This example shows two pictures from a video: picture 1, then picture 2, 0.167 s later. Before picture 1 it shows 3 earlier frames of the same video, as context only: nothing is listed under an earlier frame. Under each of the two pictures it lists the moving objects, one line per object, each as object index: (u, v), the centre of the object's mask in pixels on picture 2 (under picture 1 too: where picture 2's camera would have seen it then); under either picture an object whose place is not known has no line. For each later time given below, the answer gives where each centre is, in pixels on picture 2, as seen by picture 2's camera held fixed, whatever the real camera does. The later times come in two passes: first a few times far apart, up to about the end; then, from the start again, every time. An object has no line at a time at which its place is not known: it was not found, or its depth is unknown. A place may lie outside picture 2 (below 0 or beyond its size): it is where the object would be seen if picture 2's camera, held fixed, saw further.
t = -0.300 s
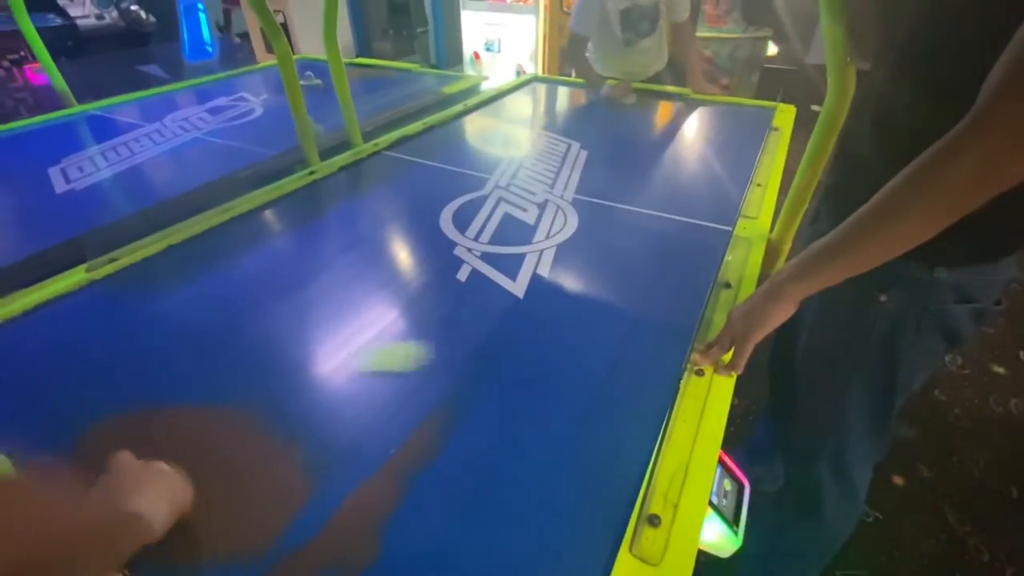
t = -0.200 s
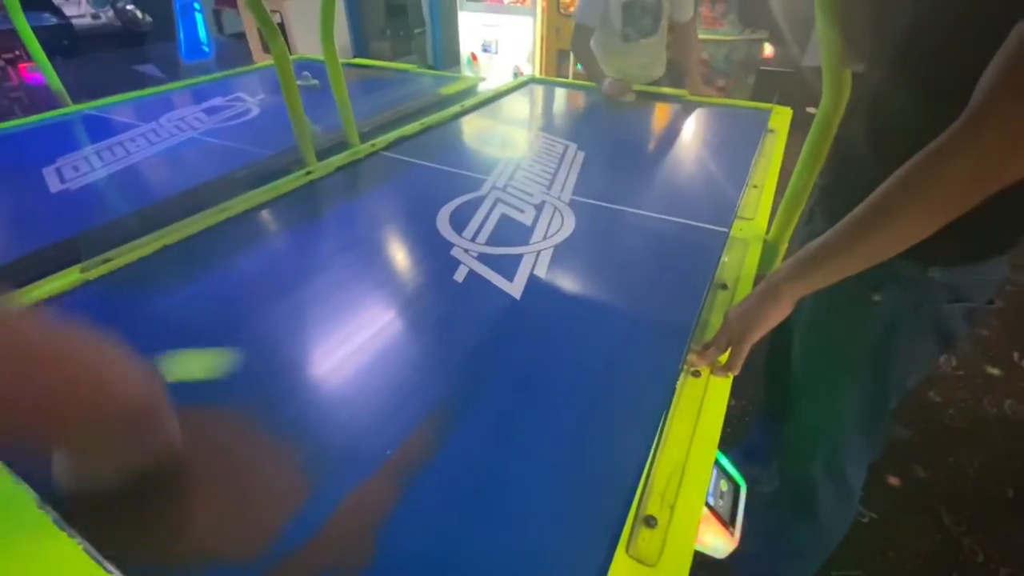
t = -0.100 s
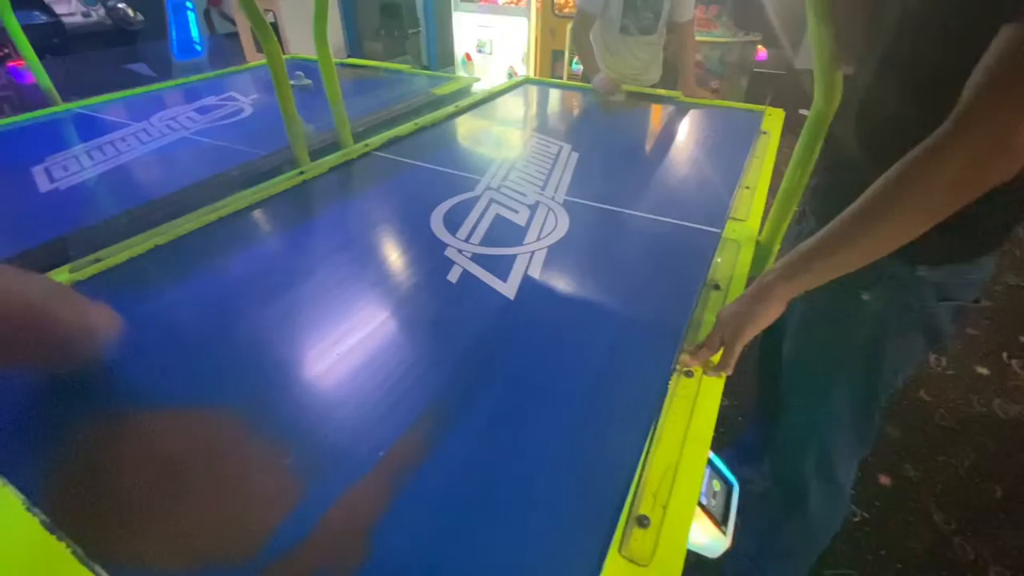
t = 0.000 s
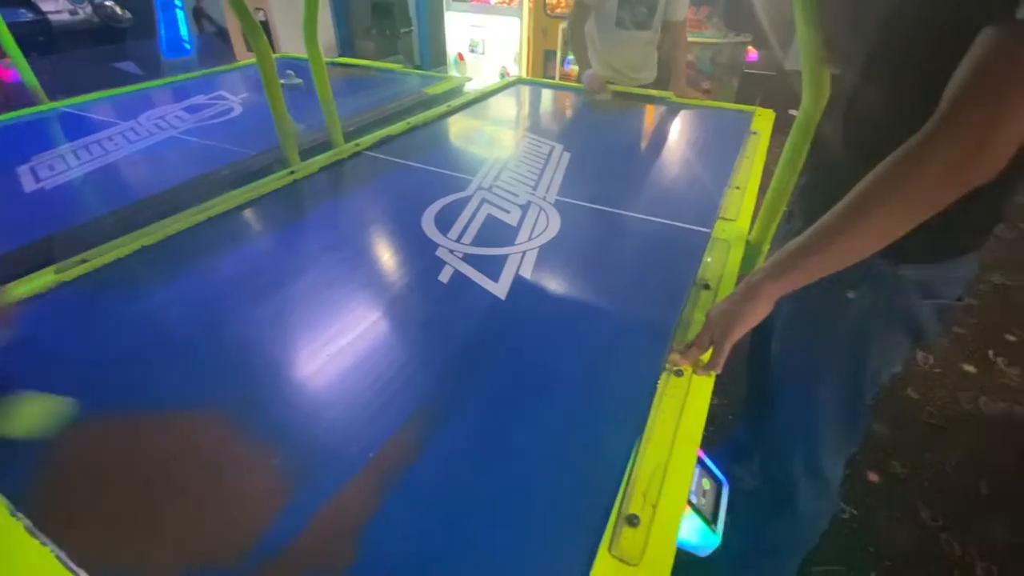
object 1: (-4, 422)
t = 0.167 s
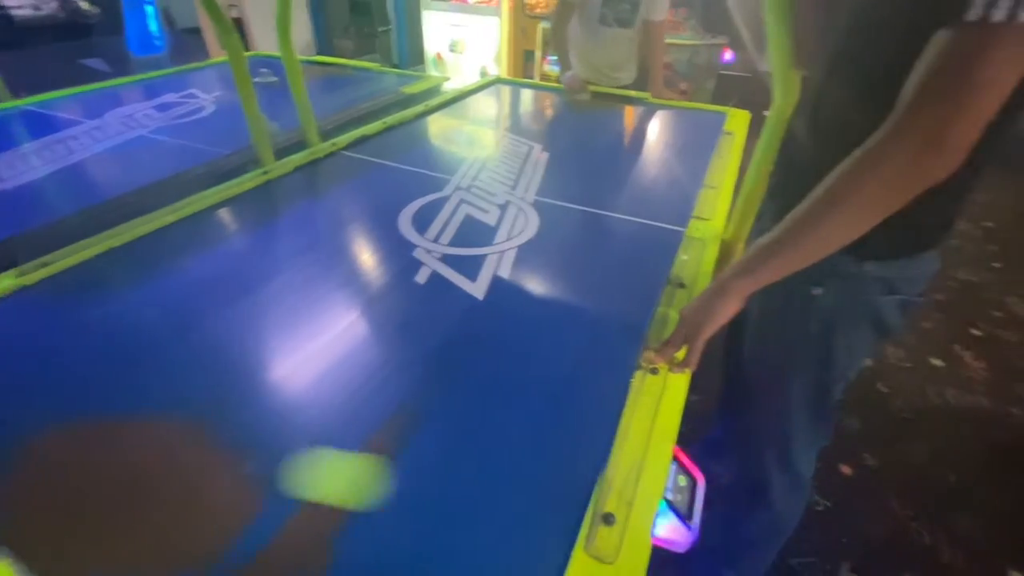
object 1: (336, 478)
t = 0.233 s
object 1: (494, 499)
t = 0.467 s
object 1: (377, 307)
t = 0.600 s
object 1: (312, 237)
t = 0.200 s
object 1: (416, 489)
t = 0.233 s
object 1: (494, 499)
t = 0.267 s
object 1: (541, 493)
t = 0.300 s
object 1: (507, 453)
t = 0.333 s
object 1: (474, 415)
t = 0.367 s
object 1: (445, 383)
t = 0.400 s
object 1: (420, 354)
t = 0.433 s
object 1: (398, 329)
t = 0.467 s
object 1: (377, 307)
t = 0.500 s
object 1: (355, 286)
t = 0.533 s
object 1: (339, 268)
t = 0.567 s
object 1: (326, 251)
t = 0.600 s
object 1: (312, 237)
